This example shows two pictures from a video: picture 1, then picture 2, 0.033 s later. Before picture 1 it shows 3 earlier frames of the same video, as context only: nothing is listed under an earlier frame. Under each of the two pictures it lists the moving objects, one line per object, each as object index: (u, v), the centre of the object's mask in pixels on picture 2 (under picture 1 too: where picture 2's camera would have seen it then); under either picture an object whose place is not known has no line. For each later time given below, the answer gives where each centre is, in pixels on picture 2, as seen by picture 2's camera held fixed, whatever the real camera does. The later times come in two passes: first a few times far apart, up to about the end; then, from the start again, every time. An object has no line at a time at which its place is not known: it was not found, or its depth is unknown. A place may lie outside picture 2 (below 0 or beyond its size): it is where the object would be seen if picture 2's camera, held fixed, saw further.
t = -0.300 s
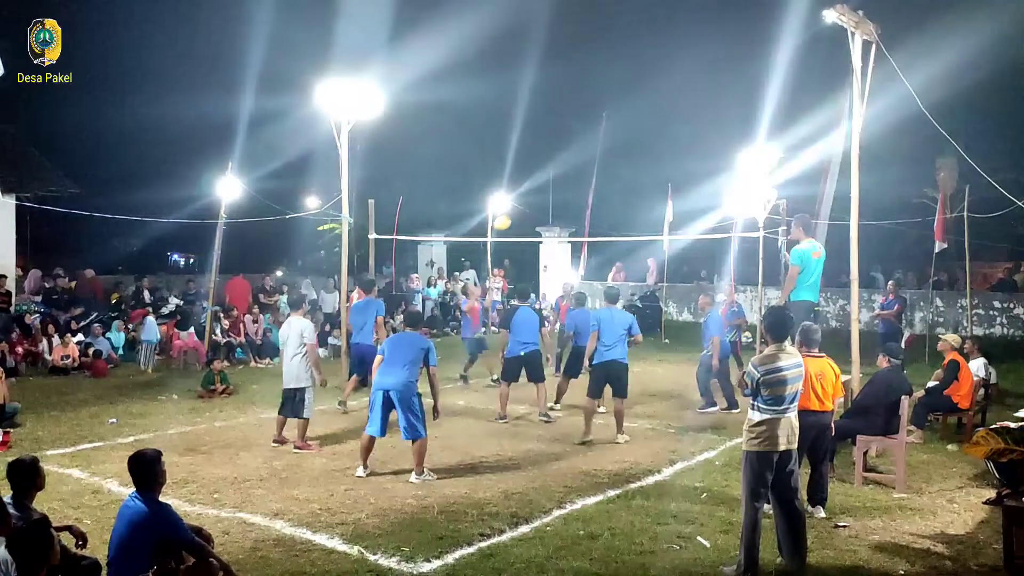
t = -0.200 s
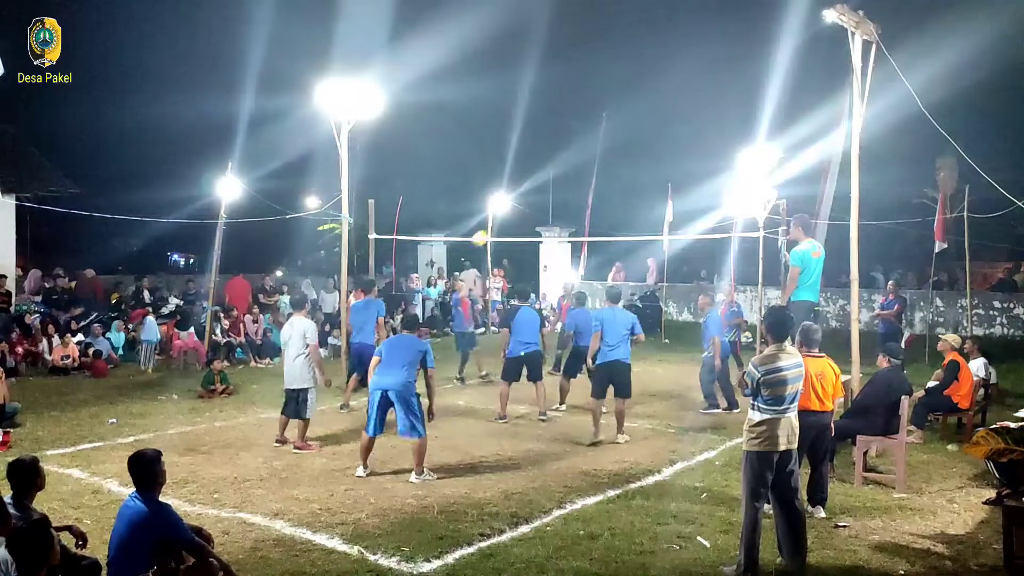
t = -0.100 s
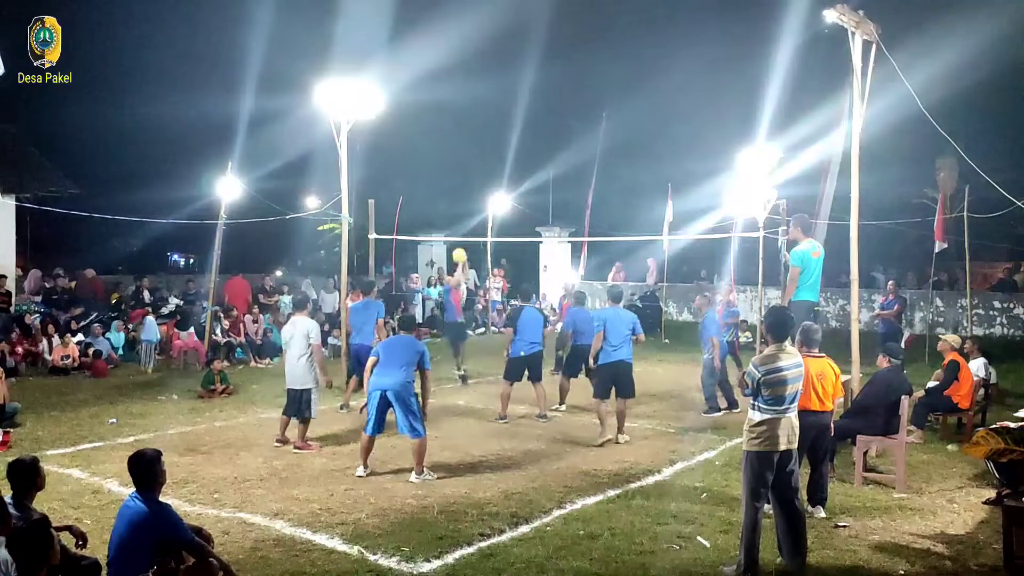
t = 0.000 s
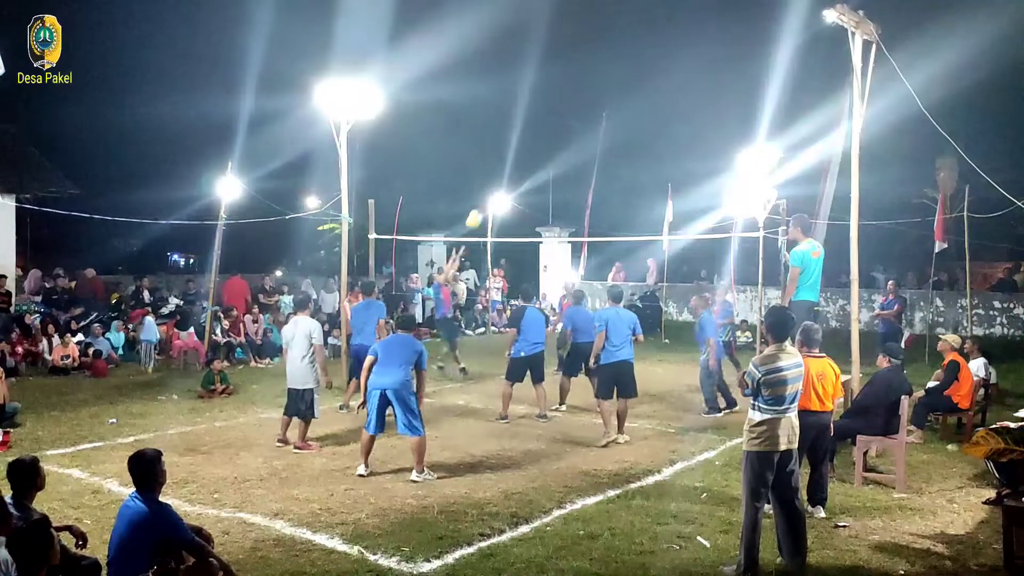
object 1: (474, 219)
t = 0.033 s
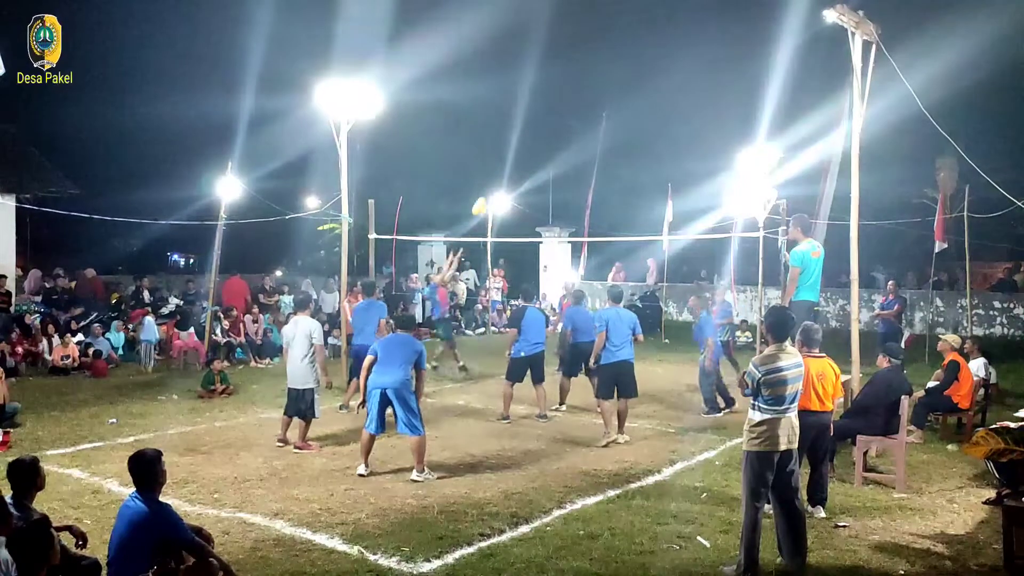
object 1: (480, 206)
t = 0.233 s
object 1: (515, 152)
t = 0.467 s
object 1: (553, 124)
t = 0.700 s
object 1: (588, 130)
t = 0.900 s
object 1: (616, 162)
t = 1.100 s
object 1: (641, 217)
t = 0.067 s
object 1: (487, 195)
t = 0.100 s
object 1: (492, 185)
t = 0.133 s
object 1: (498, 176)
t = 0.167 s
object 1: (504, 167)
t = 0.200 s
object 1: (510, 159)
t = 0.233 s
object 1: (515, 152)
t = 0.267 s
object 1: (522, 146)
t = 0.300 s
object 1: (527, 140)
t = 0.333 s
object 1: (532, 136)
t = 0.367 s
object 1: (539, 131)
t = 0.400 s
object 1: (544, 128)
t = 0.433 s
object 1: (548, 126)
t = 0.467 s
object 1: (553, 124)
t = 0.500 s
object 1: (559, 123)
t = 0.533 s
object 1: (564, 122)
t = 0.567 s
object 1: (569, 123)
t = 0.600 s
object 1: (574, 124)
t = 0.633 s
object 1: (579, 125)
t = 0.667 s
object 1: (584, 127)
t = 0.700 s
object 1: (588, 130)
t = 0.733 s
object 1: (593, 134)
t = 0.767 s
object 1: (598, 138)
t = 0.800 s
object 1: (602, 144)
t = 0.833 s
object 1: (607, 149)
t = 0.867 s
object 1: (612, 156)
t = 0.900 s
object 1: (616, 162)
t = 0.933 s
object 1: (621, 171)
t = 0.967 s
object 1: (625, 179)
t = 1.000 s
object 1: (629, 187)
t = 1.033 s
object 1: (633, 197)
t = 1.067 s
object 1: (637, 207)
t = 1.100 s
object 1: (641, 217)
